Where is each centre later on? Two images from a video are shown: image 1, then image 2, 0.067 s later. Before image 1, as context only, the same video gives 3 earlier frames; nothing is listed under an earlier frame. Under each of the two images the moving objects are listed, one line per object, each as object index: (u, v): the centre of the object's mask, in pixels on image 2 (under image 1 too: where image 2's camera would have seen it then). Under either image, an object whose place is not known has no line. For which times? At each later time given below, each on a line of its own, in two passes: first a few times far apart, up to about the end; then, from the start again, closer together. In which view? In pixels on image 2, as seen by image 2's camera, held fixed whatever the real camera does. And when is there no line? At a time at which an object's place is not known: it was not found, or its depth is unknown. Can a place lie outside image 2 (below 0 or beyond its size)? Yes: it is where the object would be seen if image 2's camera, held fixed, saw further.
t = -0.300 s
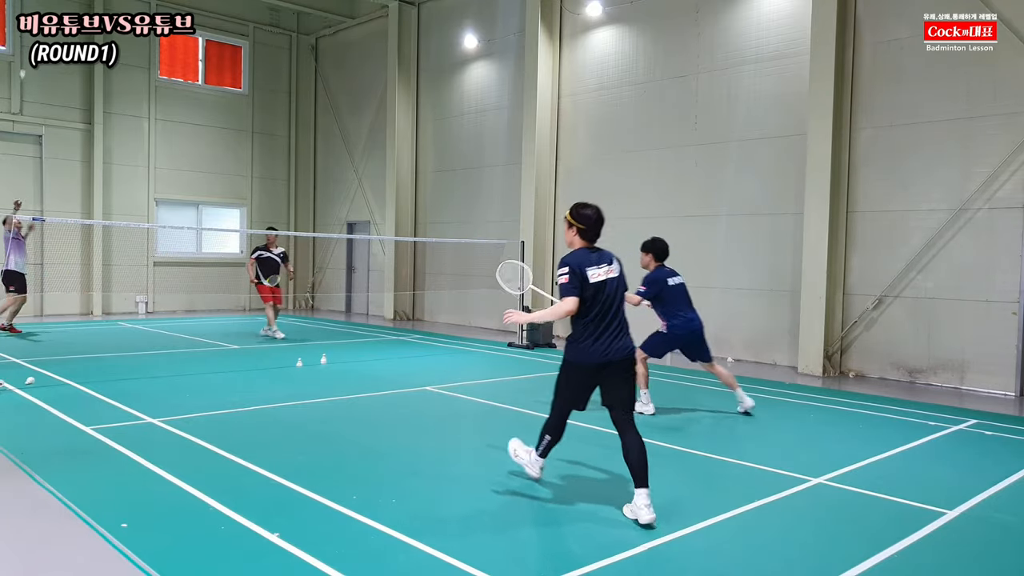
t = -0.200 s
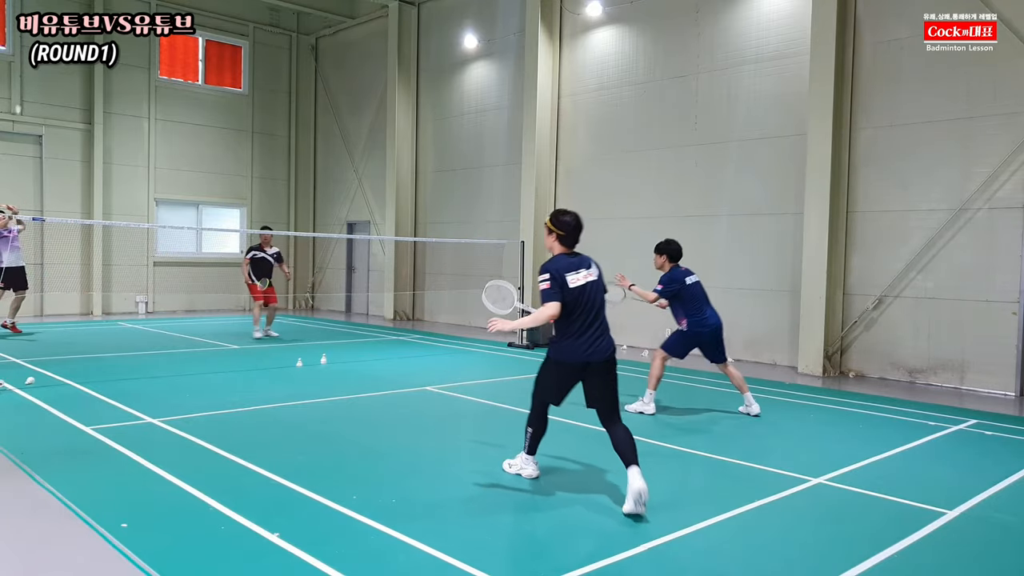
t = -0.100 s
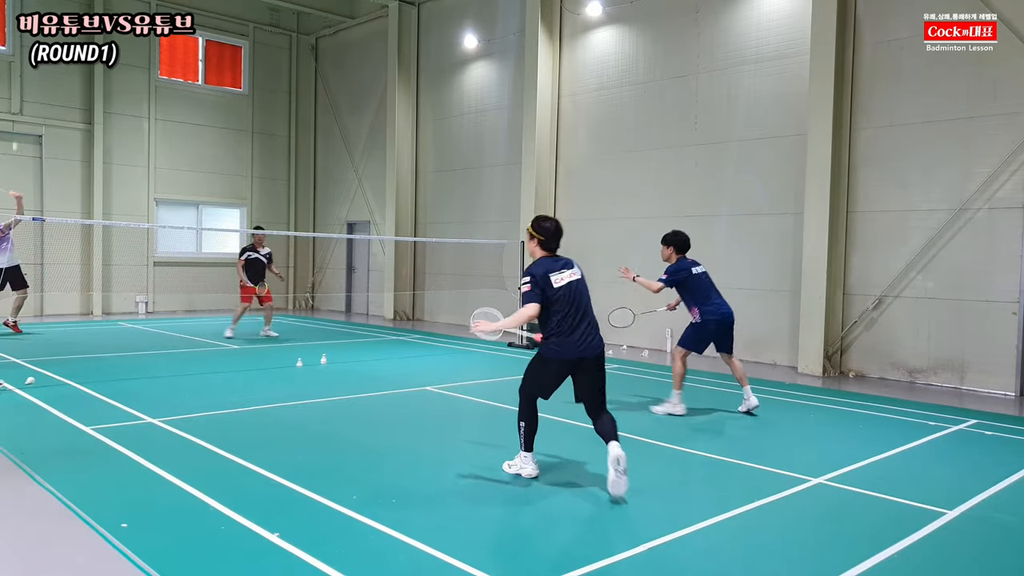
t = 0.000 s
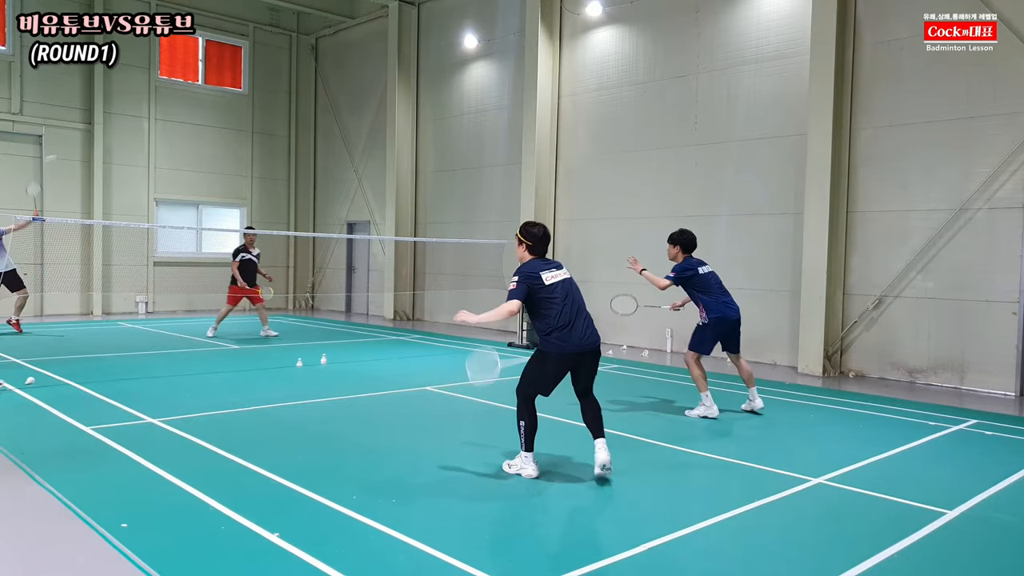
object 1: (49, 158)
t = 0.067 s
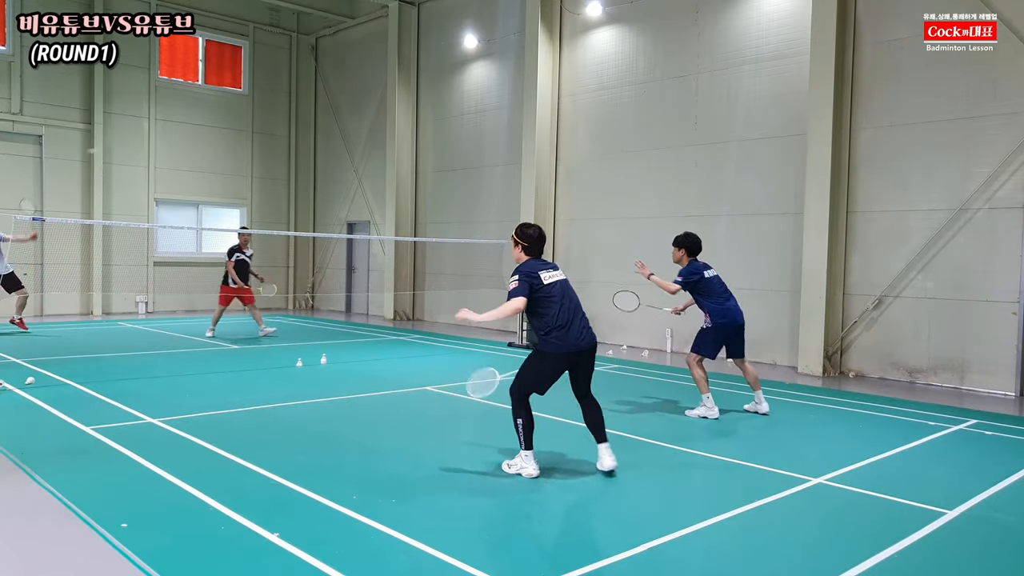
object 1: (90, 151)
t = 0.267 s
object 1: (198, 151)
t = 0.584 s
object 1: (326, 218)
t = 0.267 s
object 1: (198, 151)
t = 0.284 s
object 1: (205, 152)
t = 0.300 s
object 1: (213, 154)
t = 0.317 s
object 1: (221, 156)
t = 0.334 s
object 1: (228, 159)
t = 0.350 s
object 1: (235, 161)
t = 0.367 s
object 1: (242, 163)
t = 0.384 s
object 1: (249, 166)
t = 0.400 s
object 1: (256, 170)
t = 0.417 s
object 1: (262, 173)
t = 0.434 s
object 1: (269, 176)
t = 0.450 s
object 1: (276, 180)
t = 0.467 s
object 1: (283, 184)
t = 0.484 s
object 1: (289, 188)
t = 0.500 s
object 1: (295, 193)
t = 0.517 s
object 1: (302, 197)
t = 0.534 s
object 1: (308, 202)
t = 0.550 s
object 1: (315, 207)
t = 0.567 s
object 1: (320, 212)
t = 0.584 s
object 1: (326, 218)
